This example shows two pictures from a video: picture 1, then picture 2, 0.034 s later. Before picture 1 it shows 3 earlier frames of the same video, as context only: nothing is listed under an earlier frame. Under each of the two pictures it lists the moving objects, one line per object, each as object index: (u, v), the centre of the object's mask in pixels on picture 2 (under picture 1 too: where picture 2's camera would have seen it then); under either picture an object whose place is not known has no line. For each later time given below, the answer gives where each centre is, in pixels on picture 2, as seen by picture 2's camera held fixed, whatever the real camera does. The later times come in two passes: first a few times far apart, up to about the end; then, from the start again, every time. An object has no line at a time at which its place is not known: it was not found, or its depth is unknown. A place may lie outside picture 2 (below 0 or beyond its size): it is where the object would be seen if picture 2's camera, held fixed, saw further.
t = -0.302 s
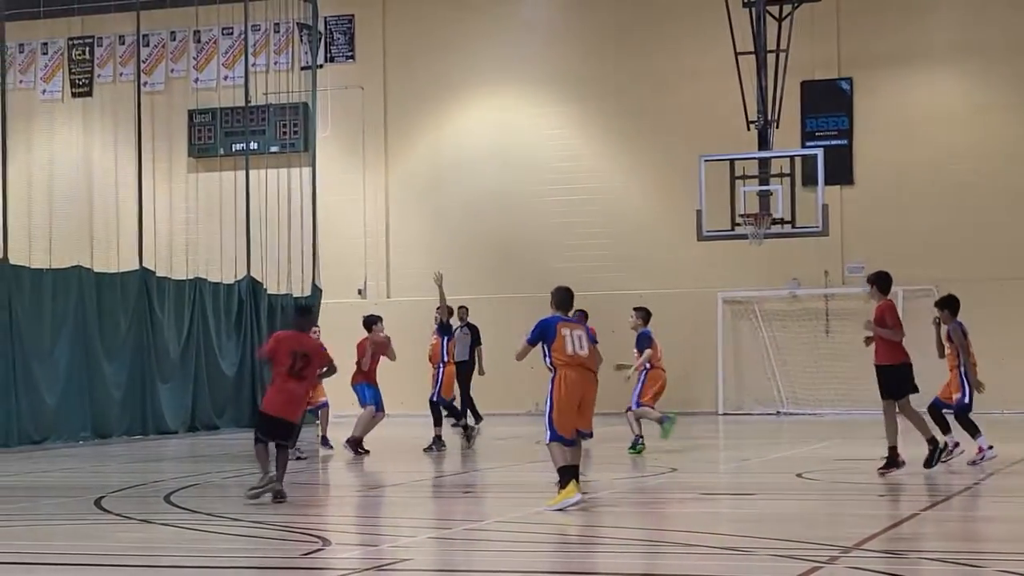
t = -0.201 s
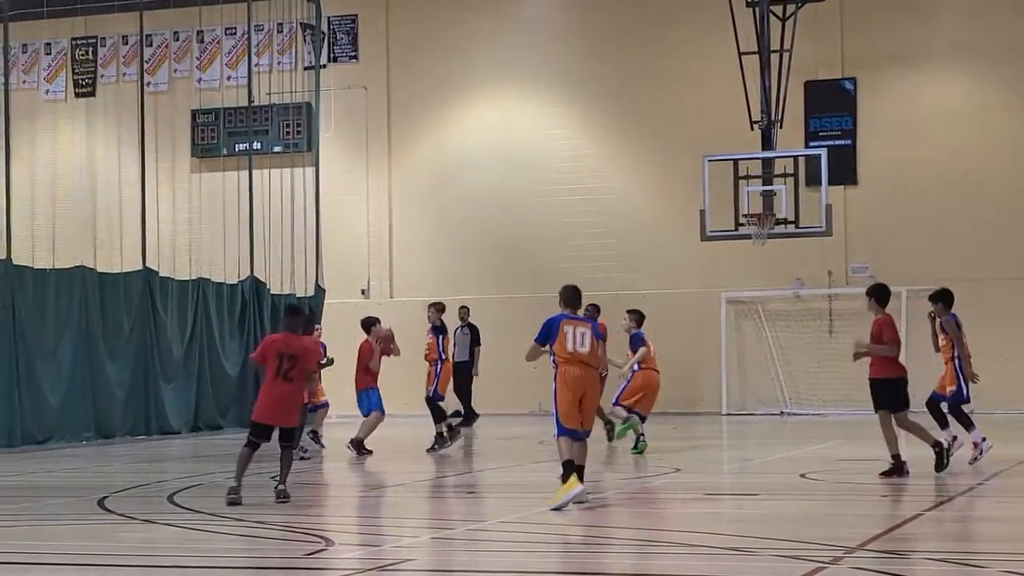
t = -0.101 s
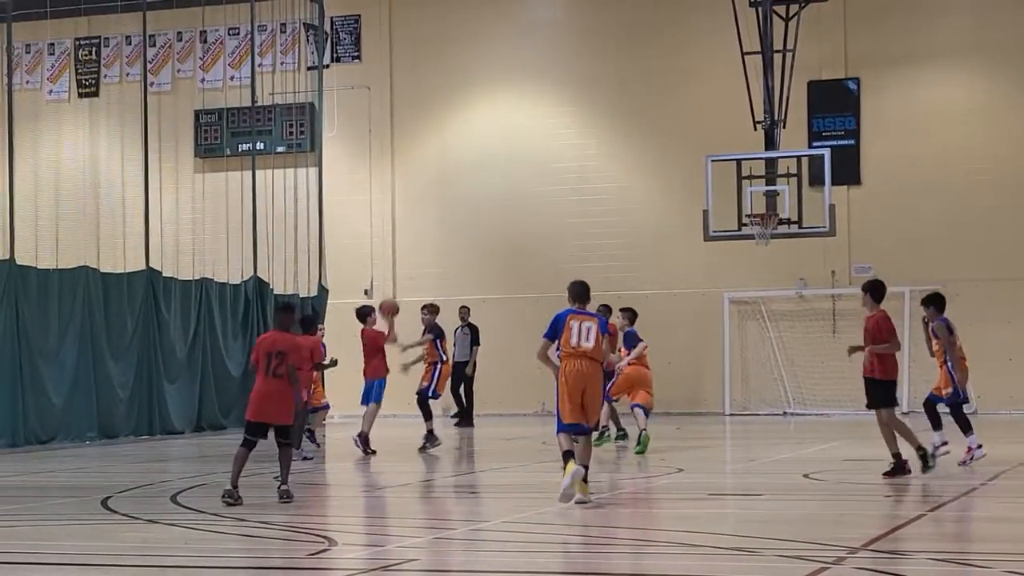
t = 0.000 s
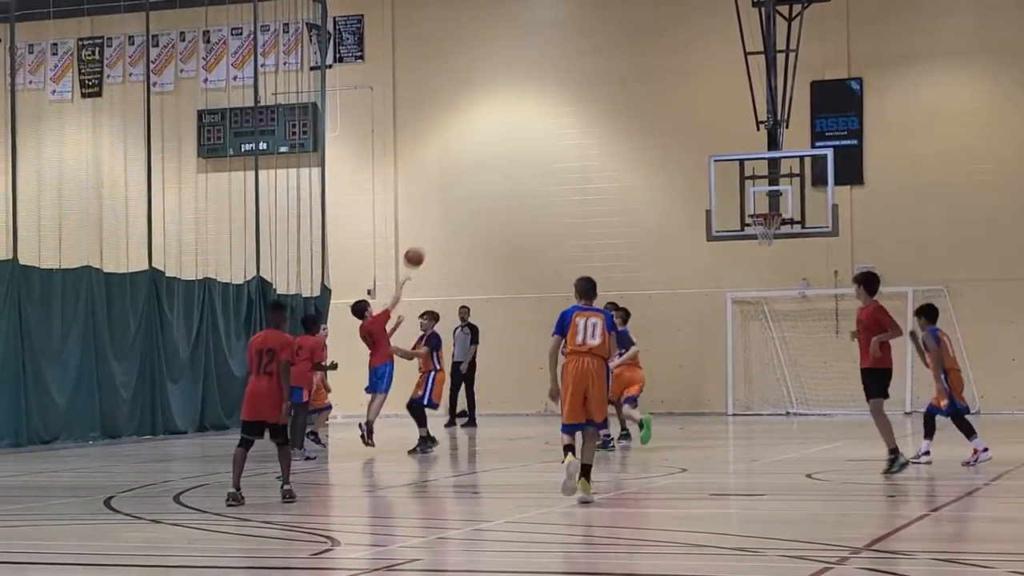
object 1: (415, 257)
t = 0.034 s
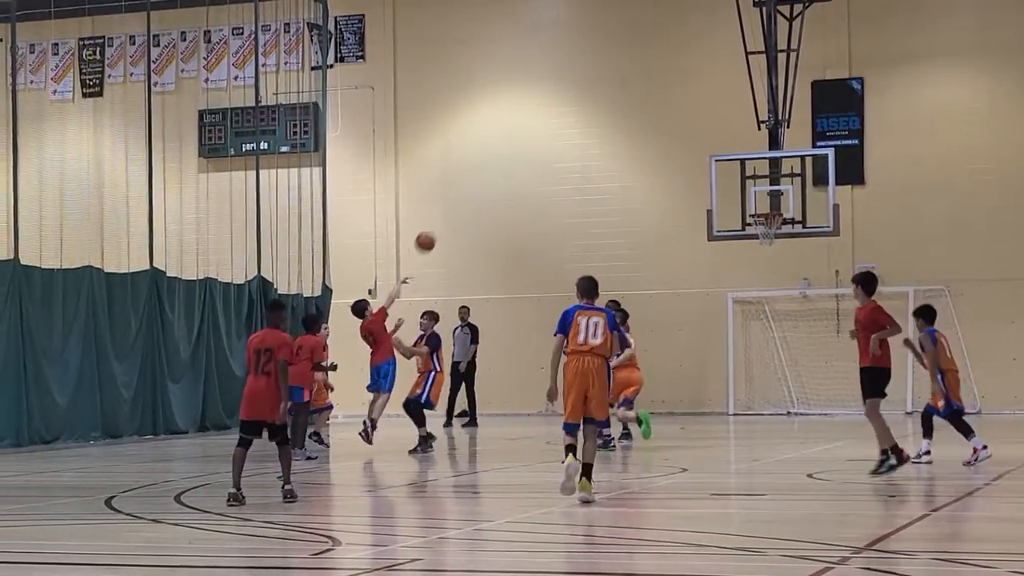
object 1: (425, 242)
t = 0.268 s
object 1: (493, 166)
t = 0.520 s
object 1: (557, 141)
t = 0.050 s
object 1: (430, 235)
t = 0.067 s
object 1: (435, 228)
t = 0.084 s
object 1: (440, 221)
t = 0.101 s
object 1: (445, 215)
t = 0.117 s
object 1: (450, 209)
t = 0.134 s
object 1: (455, 203)
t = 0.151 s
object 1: (460, 197)
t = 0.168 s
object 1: (465, 192)
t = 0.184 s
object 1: (470, 187)
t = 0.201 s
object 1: (474, 183)
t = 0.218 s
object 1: (479, 178)
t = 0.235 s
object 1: (484, 174)
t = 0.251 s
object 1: (488, 170)
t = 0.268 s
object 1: (493, 166)
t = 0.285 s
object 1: (497, 163)
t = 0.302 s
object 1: (502, 160)
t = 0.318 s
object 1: (507, 157)
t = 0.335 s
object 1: (511, 154)
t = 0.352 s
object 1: (516, 151)
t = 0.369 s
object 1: (520, 149)
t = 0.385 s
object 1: (525, 147)
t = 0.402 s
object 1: (529, 146)
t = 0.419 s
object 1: (534, 145)
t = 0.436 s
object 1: (537, 143)
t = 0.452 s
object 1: (542, 142)
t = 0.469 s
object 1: (546, 141)
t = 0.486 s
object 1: (550, 141)
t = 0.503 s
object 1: (553, 141)
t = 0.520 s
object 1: (557, 141)
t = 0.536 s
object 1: (561, 141)
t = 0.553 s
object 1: (564, 141)
